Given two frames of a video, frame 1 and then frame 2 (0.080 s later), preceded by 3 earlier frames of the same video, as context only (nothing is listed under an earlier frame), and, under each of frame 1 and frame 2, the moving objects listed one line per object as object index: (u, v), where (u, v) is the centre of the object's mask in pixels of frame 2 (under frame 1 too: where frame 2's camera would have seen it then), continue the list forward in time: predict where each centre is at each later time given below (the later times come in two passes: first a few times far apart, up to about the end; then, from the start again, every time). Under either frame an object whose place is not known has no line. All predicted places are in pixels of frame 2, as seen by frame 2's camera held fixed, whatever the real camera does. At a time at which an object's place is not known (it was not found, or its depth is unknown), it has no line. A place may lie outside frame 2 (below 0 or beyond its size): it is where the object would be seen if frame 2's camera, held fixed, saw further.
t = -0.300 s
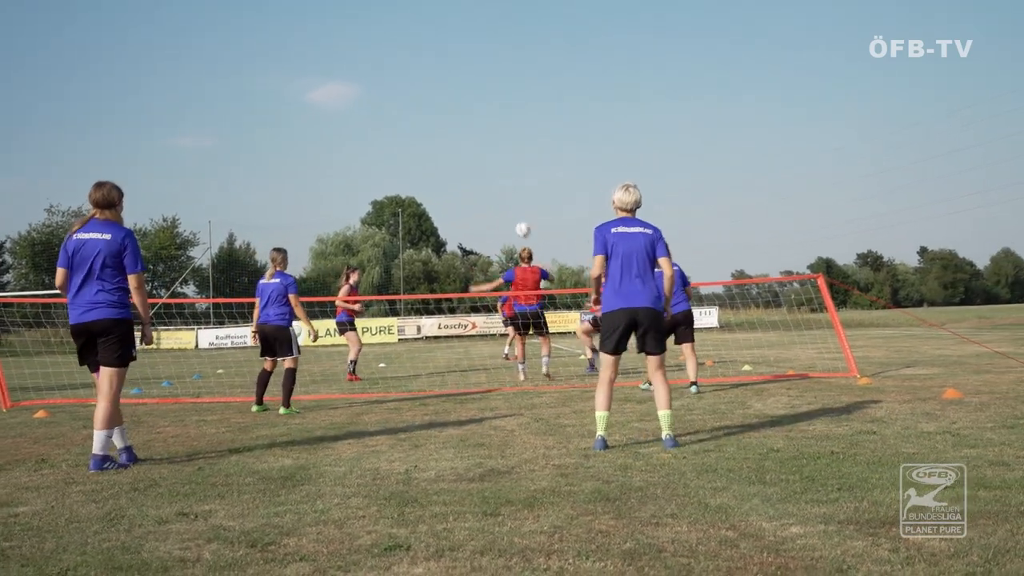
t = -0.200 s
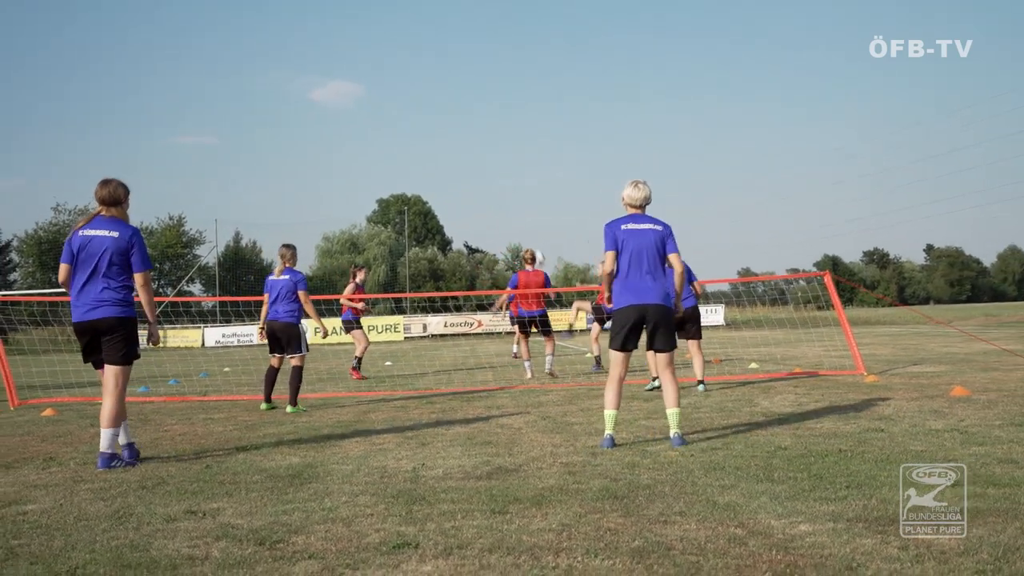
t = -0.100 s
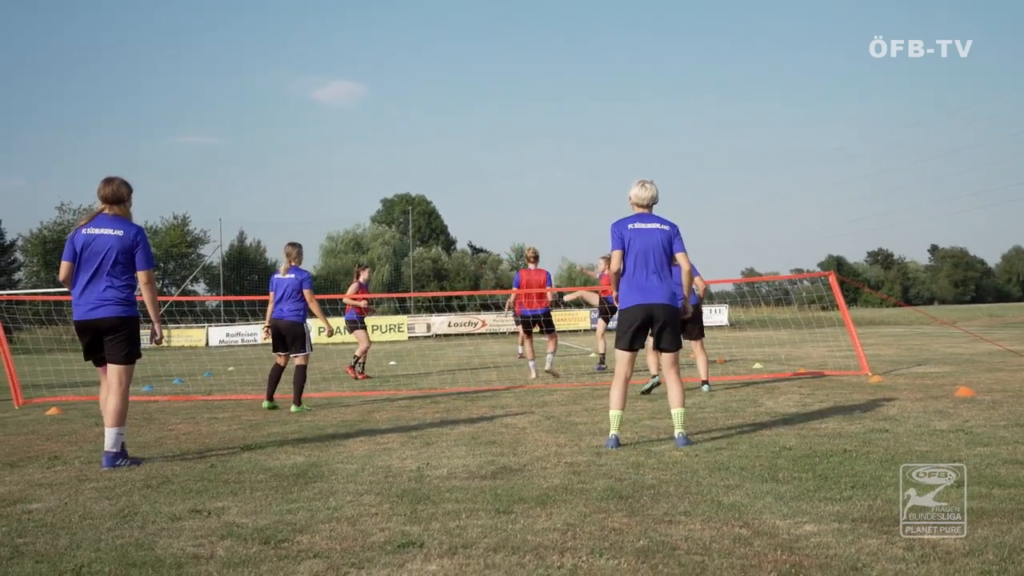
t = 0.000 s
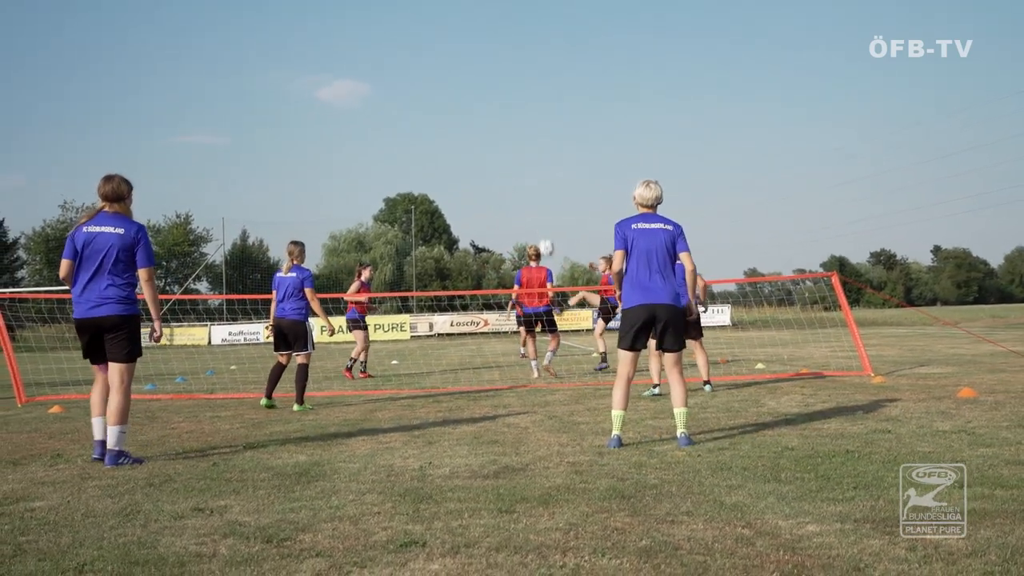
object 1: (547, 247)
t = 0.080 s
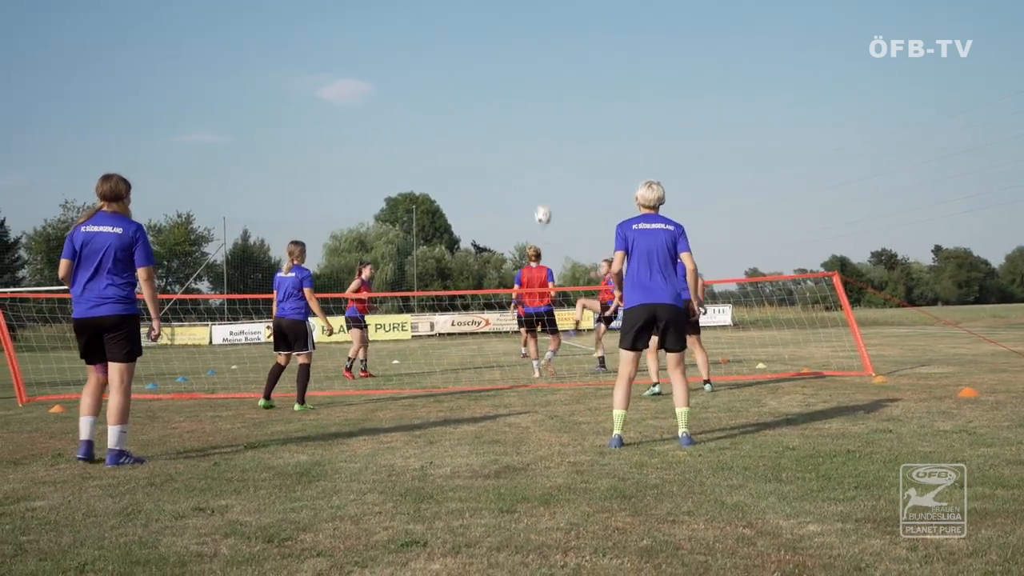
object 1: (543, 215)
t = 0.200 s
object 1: (536, 173)
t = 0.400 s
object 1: (524, 121)
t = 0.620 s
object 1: (508, 100)
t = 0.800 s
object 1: (493, 123)
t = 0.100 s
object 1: (541, 208)
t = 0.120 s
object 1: (541, 200)
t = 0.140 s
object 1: (539, 194)
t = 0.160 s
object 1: (538, 186)
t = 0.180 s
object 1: (537, 179)
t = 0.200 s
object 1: (536, 173)
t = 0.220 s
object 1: (534, 167)
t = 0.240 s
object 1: (533, 160)
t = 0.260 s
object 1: (532, 155)
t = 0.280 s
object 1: (532, 148)
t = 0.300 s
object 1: (530, 143)
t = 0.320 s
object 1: (529, 138)
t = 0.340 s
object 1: (528, 134)
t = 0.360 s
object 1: (527, 129)
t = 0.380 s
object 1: (525, 124)
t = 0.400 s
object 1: (524, 121)
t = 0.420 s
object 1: (522, 118)
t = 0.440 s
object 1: (521, 114)
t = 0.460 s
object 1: (520, 111)
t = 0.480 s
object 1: (518, 108)
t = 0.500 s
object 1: (517, 106)
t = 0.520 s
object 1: (516, 104)
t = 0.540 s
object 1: (514, 102)
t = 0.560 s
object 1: (513, 102)
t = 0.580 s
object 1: (511, 101)
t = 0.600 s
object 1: (510, 101)
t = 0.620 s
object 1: (508, 100)
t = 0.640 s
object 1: (506, 101)
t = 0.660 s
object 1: (505, 102)
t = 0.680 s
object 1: (503, 103)
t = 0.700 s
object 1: (501, 105)
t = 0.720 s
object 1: (500, 107)
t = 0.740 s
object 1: (498, 110)
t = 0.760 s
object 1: (496, 114)
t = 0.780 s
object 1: (495, 118)
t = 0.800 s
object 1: (493, 123)
